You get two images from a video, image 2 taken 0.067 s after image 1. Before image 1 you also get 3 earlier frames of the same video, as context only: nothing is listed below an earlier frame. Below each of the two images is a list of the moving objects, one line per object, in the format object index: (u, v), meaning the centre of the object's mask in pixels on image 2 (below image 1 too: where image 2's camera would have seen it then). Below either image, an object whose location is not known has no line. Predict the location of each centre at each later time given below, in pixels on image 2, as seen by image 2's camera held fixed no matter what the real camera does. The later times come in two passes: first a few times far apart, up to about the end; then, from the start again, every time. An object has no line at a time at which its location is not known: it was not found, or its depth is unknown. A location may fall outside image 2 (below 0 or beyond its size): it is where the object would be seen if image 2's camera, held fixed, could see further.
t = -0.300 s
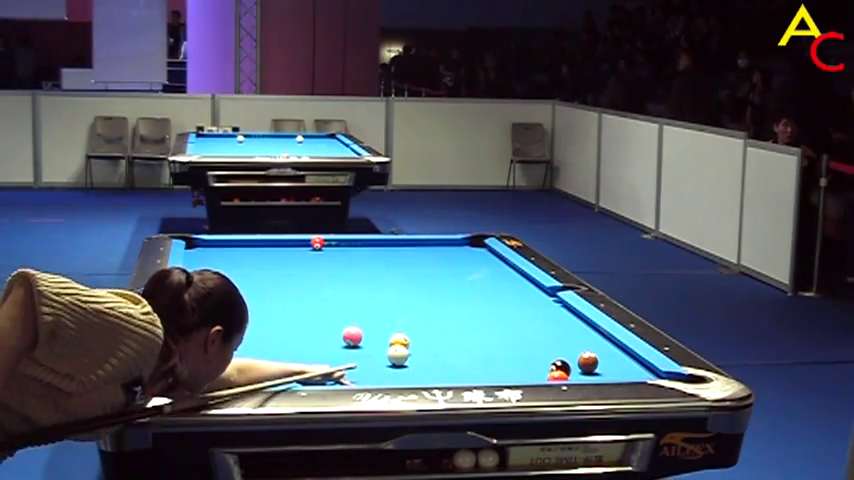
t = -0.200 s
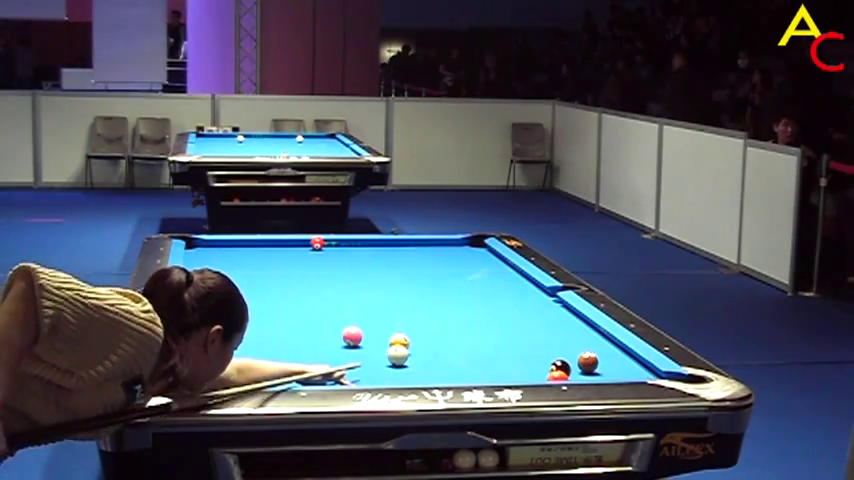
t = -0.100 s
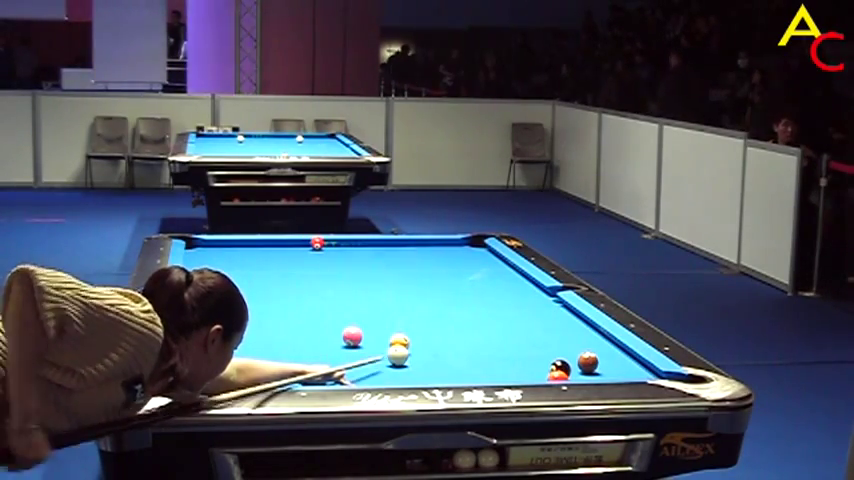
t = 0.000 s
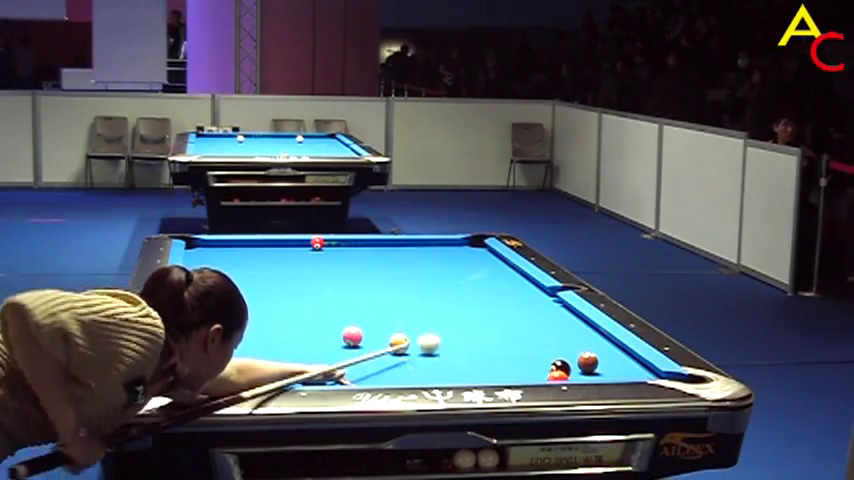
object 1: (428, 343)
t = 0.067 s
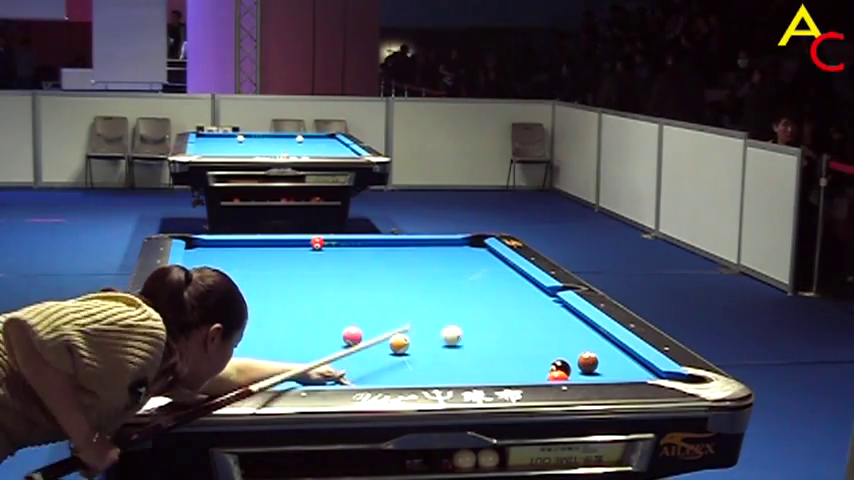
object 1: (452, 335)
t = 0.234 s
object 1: (496, 318)
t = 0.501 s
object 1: (547, 296)
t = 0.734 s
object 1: (485, 283)
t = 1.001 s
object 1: (424, 270)
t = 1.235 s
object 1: (375, 260)
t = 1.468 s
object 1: (332, 250)
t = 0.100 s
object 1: (461, 331)
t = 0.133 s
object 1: (470, 328)
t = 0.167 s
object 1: (479, 324)
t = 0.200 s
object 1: (487, 321)
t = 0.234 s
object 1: (496, 318)
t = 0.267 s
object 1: (505, 315)
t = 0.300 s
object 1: (512, 312)
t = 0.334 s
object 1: (520, 310)
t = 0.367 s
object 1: (528, 307)
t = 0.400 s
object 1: (535, 304)
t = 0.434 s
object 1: (542, 302)
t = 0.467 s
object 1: (550, 299)
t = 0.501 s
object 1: (547, 296)
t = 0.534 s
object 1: (537, 295)
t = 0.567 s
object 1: (528, 292)
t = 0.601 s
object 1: (519, 291)
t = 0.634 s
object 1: (510, 289)
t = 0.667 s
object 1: (502, 287)
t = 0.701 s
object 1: (494, 285)
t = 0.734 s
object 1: (485, 283)
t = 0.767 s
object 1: (477, 282)
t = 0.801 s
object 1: (469, 280)
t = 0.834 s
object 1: (461, 279)
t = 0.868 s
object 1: (453, 277)
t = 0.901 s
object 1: (446, 275)
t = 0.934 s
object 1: (438, 273)
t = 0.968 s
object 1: (431, 272)
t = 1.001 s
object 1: (424, 270)
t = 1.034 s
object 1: (416, 268)
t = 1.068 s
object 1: (409, 267)
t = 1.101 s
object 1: (402, 265)
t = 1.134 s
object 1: (395, 264)
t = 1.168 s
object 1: (389, 262)
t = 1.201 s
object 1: (382, 262)
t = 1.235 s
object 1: (375, 260)
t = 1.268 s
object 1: (369, 258)
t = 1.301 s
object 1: (363, 257)
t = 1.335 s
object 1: (357, 256)
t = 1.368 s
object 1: (350, 254)
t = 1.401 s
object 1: (344, 253)
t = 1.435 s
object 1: (338, 251)
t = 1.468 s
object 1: (332, 250)
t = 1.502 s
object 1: (327, 249)
